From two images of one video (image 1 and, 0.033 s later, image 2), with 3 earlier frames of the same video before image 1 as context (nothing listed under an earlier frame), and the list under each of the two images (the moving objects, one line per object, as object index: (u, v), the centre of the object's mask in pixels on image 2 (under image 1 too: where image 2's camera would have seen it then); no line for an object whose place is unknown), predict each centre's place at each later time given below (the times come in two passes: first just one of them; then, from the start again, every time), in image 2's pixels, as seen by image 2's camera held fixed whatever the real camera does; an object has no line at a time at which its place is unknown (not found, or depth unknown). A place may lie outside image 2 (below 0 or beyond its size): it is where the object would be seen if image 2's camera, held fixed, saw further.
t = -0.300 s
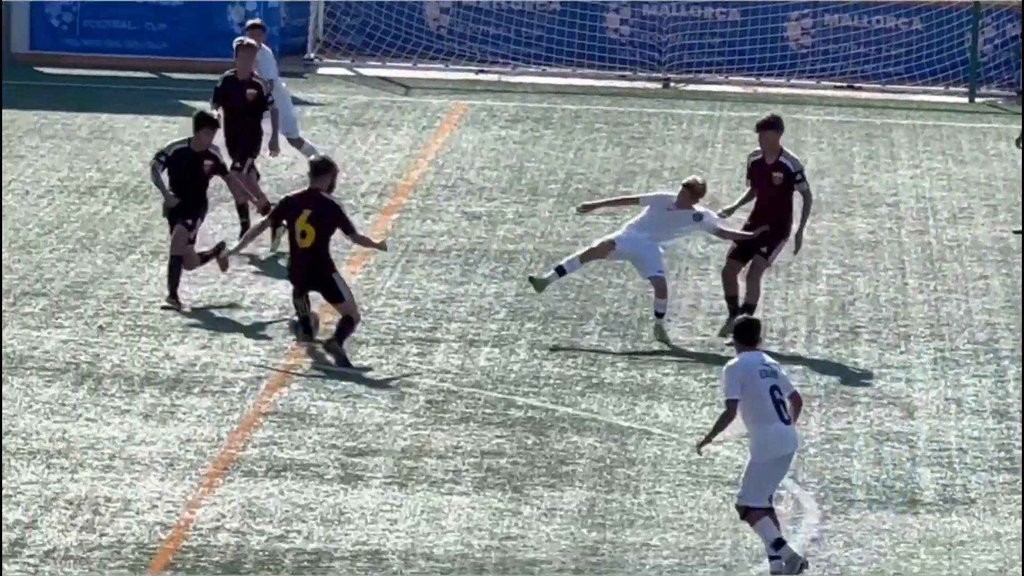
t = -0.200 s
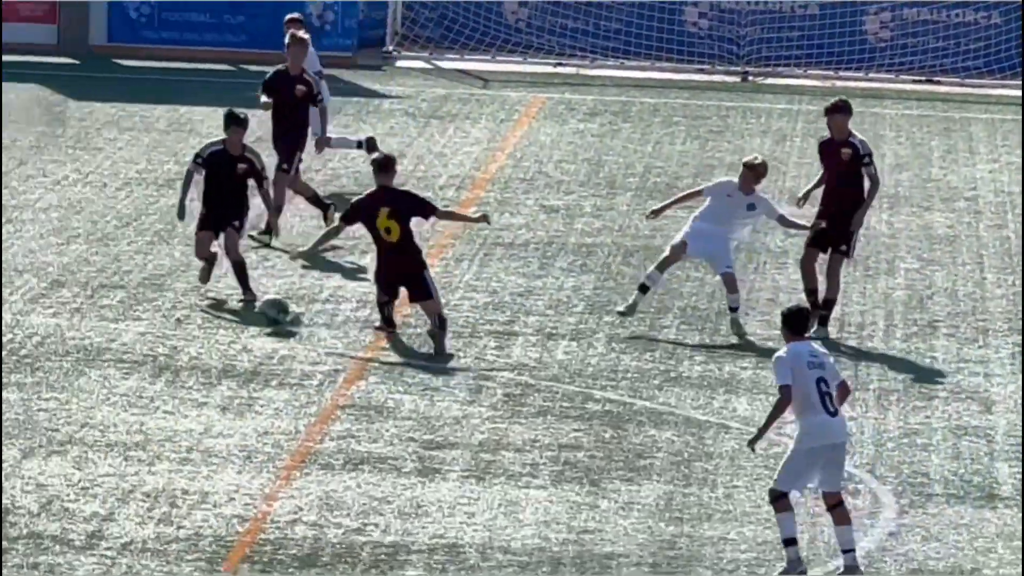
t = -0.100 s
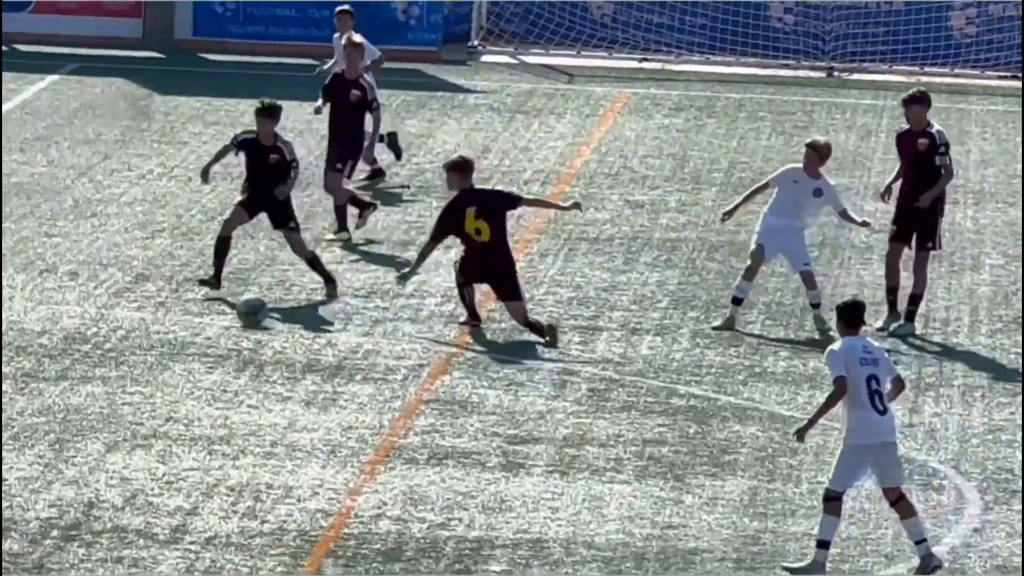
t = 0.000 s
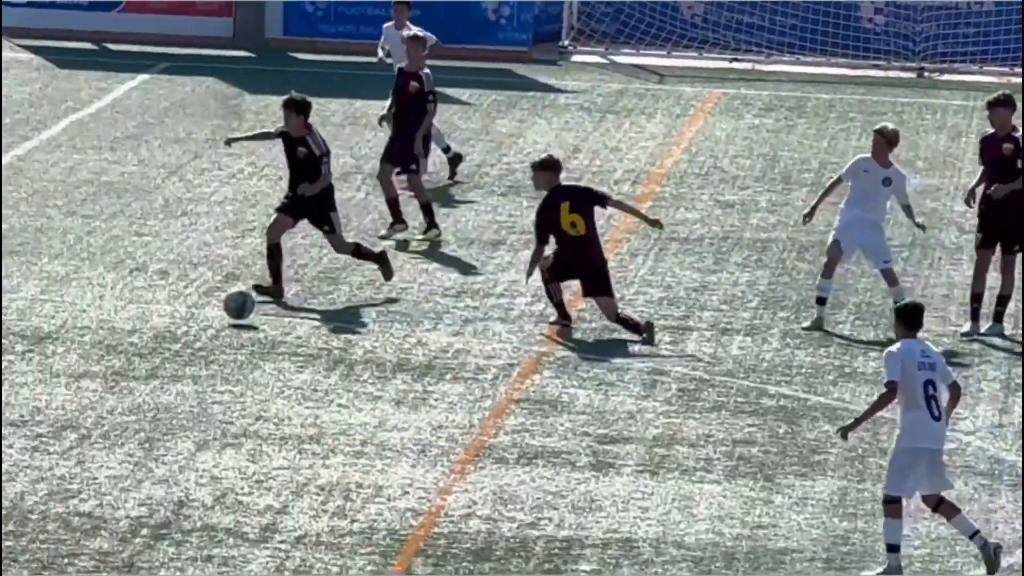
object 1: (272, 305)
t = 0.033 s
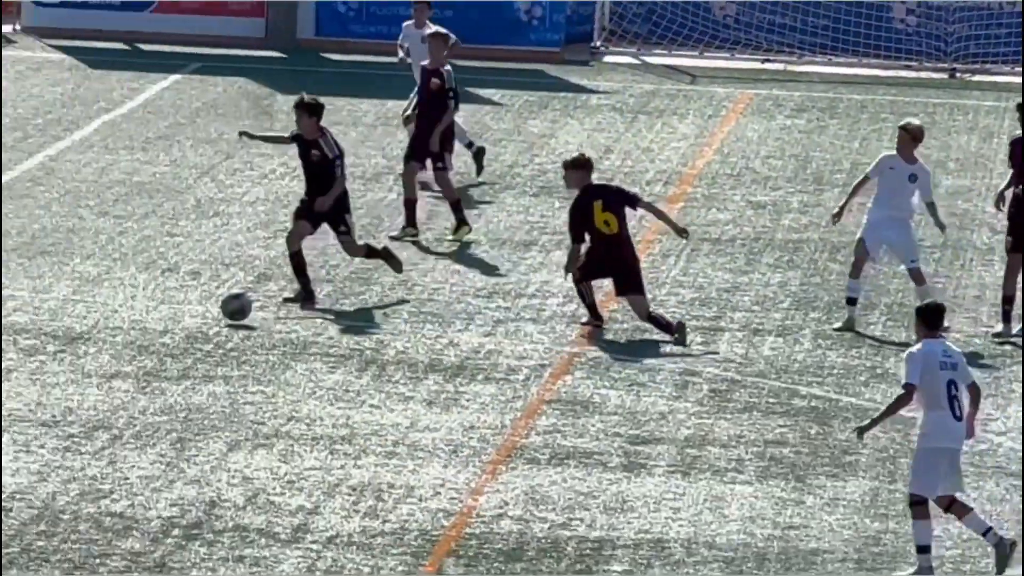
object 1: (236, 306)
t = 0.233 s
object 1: (16, 303)
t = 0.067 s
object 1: (200, 309)
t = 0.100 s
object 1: (165, 306)
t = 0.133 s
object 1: (128, 302)
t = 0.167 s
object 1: (91, 302)
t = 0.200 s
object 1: (54, 302)
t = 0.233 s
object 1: (16, 303)
